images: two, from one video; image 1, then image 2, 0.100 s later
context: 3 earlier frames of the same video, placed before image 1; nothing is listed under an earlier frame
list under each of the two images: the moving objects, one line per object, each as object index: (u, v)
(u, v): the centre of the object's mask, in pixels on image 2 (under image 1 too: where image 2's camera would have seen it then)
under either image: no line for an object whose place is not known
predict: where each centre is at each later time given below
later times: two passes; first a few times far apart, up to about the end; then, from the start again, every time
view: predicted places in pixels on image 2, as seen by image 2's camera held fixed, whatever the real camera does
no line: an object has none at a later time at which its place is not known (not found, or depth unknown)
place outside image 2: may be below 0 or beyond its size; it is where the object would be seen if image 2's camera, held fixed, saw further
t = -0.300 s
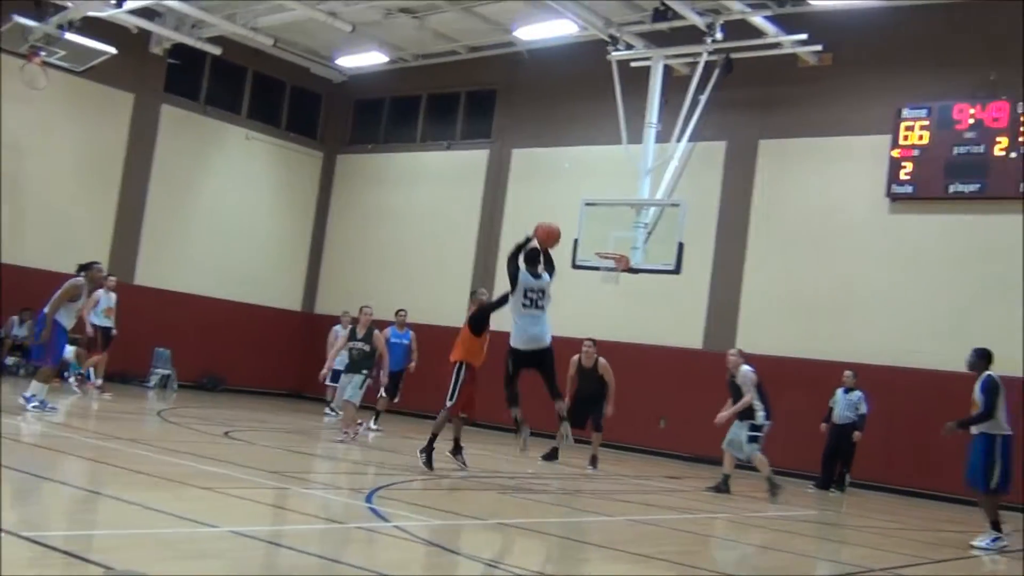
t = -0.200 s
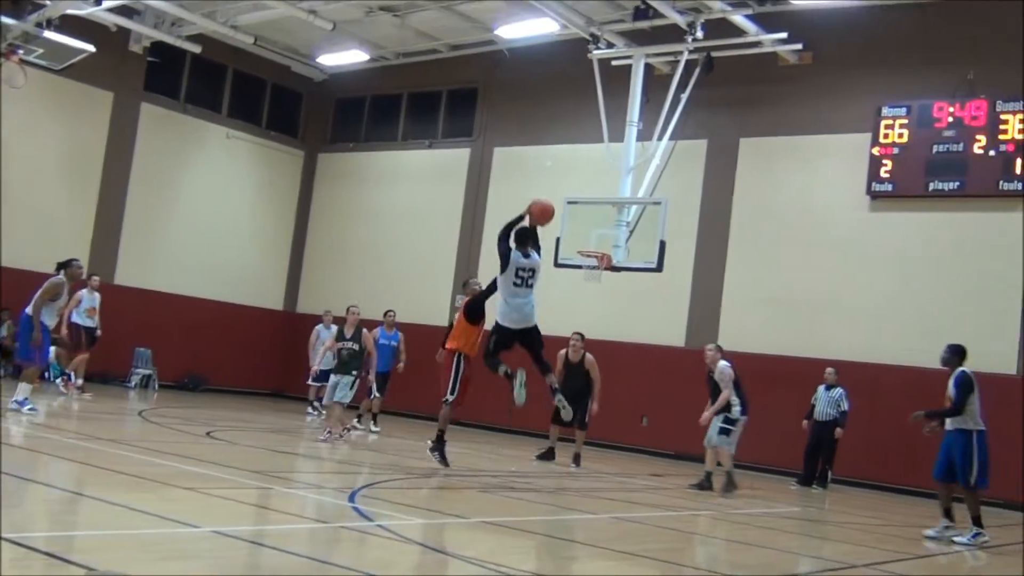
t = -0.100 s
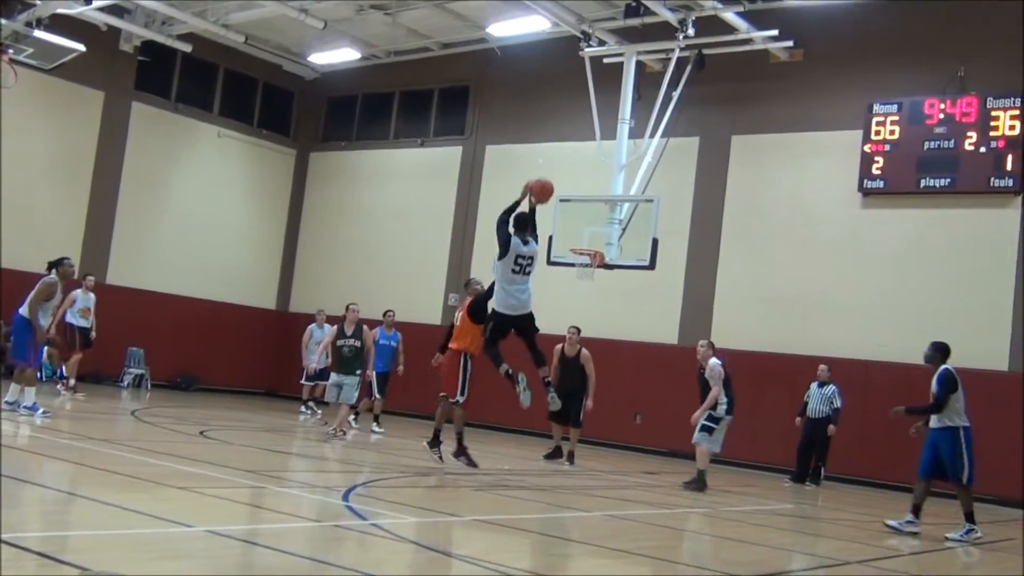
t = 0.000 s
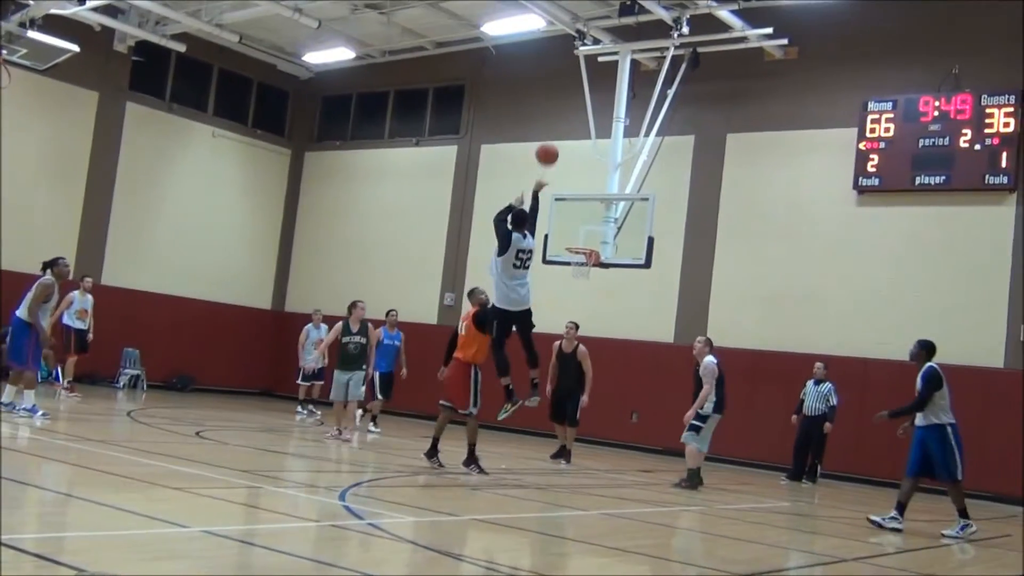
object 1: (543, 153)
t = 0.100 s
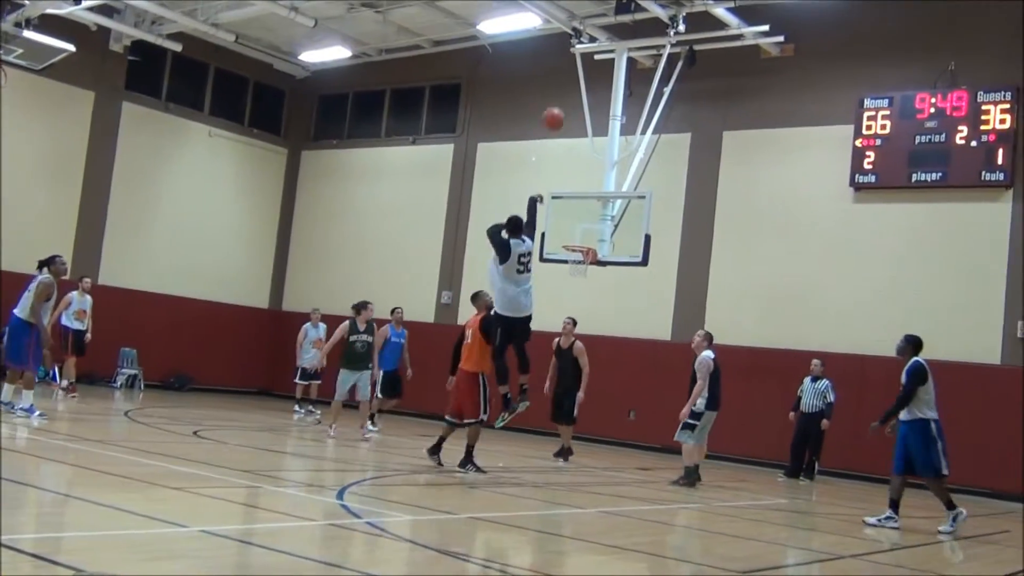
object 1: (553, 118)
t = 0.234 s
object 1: (563, 92)
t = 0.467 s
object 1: (574, 86)
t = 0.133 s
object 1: (556, 110)
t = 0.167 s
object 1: (559, 103)
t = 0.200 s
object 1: (561, 98)
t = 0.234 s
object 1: (563, 92)
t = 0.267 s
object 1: (565, 89)
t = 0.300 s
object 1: (567, 86)
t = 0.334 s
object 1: (569, 85)
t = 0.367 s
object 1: (570, 84)
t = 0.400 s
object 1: (571, 84)
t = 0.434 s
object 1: (573, 85)
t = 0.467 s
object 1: (574, 86)
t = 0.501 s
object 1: (575, 89)
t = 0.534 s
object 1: (577, 93)
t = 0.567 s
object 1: (578, 97)
